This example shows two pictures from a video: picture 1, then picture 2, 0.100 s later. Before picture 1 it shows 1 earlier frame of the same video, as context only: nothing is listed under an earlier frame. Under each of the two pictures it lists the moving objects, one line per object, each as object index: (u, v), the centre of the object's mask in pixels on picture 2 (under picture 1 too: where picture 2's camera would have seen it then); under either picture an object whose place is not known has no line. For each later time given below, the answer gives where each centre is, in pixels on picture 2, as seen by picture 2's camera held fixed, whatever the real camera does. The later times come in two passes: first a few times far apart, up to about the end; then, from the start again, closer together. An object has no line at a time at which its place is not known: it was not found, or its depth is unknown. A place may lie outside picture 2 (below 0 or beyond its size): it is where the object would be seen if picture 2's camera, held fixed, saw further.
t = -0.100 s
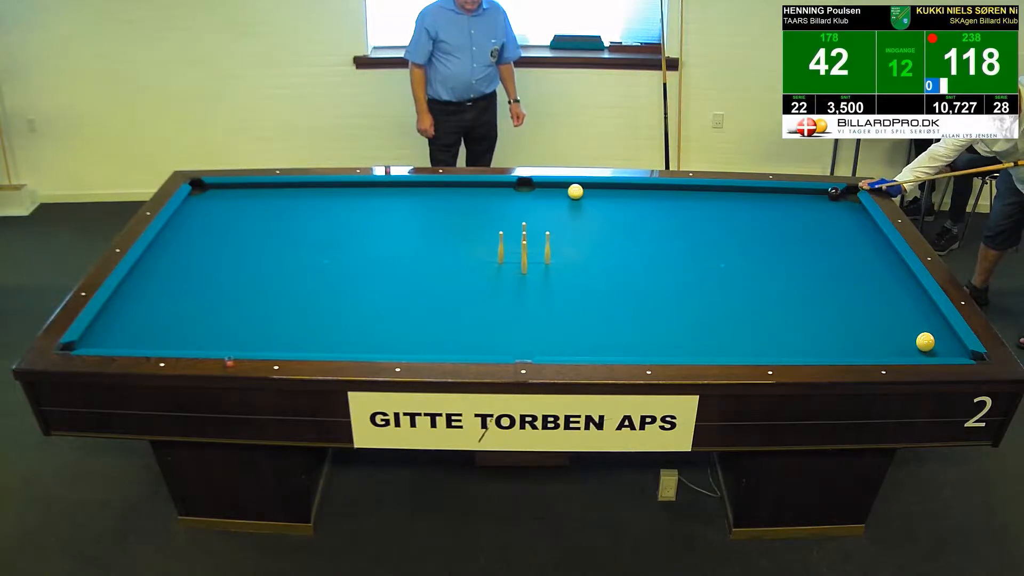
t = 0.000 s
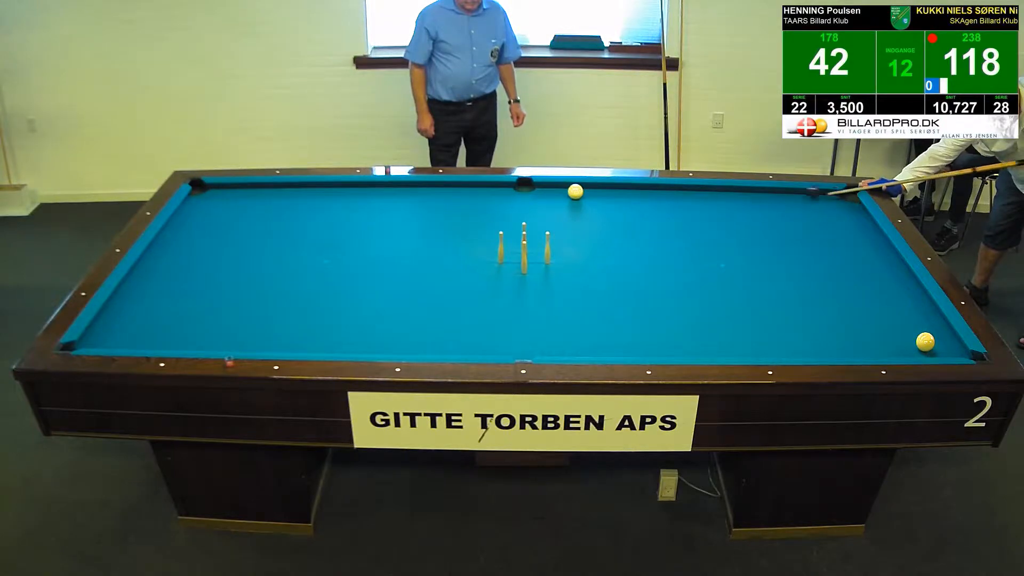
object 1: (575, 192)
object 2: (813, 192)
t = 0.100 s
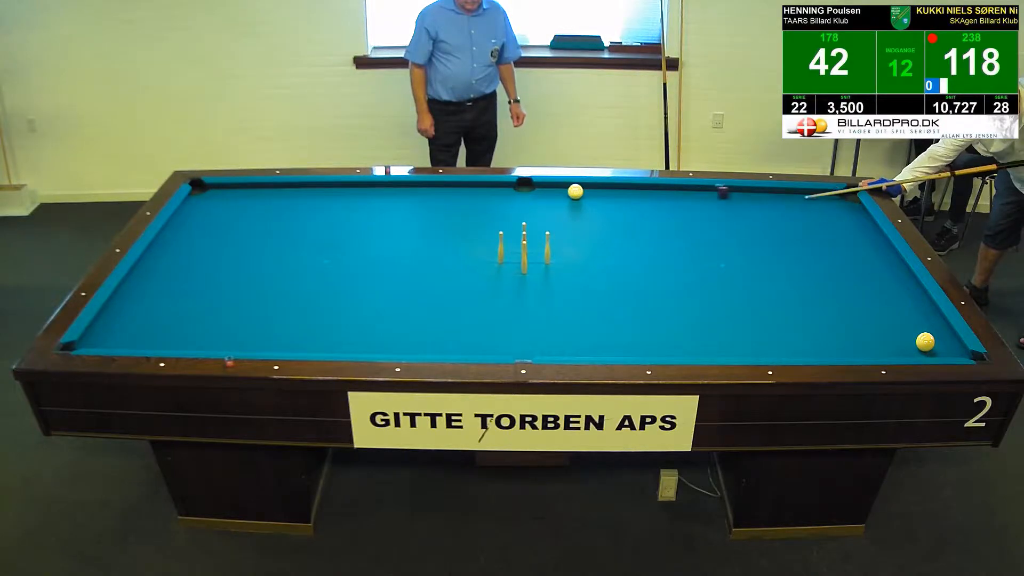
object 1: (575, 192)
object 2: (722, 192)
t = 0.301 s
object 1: (532, 193)
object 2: (587, 189)
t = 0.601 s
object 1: (304, 206)
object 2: (565, 188)
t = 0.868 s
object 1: (199, 215)
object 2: (546, 191)
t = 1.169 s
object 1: (312, 218)
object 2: (525, 194)
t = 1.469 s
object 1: (413, 221)
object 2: (506, 198)
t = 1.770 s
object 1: (517, 226)
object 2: (487, 201)
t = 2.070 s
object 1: (622, 232)
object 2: (469, 204)
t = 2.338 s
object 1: (714, 237)
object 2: (453, 207)
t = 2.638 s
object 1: (813, 243)
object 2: (437, 210)
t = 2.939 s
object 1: (878, 248)
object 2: (421, 212)
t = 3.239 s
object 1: (821, 247)
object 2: (406, 215)
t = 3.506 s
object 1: (771, 248)
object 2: (394, 217)
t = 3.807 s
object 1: (715, 247)
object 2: (382, 219)
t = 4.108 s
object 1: (659, 248)
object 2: (370, 222)
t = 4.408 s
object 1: (603, 248)
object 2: (360, 224)
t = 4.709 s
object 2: (351, 226)
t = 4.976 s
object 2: (343, 227)
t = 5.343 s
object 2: (337, 229)
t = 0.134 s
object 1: (575, 192)
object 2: (691, 192)
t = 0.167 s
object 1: (575, 192)
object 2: (661, 191)
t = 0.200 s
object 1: (575, 192)
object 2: (633, 191)
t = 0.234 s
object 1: (575, 192)
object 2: (603, 191)
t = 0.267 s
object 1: (560, 192)
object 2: (588, 190)
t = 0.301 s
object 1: (532, 193)
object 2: (587, 189)
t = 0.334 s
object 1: (505, 194)
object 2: (585, 188)
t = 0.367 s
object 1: (478, 196)
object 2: (582, 188)
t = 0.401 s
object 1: (451, 197)
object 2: (580, 187)
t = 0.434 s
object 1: (425, 198)
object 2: (576, 187)
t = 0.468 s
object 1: (399, 200)
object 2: (574, 187)
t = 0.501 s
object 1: (375, 201)
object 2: (572, 187)
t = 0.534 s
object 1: (350, 203)
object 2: (569, 188)
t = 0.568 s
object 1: (327, 204)
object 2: (567, 188)
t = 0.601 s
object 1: (304, 206)
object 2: (565, 188)
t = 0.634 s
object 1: (282, 207)
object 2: (562, 189)
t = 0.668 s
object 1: (261, 209)
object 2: (560, 189)
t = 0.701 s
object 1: (241, 210)
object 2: (558, 189)
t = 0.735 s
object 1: (220, 212)
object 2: (555, 189)
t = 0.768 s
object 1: (202, 213)
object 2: (553, 190)
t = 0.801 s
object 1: (184, 214)
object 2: (550, 190)
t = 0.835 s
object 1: (184, 215)
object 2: (548, 190)
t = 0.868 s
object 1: (199, 215)
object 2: (546, 191)
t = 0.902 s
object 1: (213, 215)
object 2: (543, 191)
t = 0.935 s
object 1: (227, 215)
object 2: (541, 191)
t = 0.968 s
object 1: (240, 215)
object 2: (539, 192)
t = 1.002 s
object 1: (253, 216)
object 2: (537, 192)
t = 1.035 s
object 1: (266, 216)
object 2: (535, 193)
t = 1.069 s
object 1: (278, 216)
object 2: (532, 193)
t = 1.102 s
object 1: (290, 217)
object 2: (530, 193)
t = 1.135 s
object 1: (301, 217)
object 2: (528, 194)
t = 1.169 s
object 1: (312, 218)
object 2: (525, 194)
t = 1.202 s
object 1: (323, 218)
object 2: (523, 194)
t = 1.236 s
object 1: (335, 218)
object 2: (521, 195)
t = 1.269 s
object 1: (346, 219)
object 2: (519, 195)
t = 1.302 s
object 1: (357, 219)
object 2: (517, 196)
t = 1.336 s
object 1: (368, 220)
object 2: (515, 196)
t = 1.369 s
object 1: (379, 220)
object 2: (513, 196)
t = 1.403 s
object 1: (391, 220)
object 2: (510, 197)
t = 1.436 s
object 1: (402, 221)
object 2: (508, 197)
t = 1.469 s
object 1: (413, 221)
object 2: (506, 198)
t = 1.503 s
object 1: (425, 222)
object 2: (504, 198)
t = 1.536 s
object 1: (437, 222)
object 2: (501, 198)
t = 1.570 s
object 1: (448, 223)
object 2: (499, 198)
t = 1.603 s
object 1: (460, 223)
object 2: (497, 199)
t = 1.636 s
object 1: (472, 224)
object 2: (495, 199)
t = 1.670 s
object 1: (483, 224)
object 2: (493, 200)
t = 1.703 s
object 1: (495, 225)
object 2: (491, 200)
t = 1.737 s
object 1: (507, 225)
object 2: (489, 200)
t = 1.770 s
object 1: (517, 226)
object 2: (487, 201)
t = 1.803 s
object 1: (530, 226)
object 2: (485, 201)
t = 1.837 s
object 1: (541, 227)
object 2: (483, 202)
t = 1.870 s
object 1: (553, 228)
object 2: (481, 202)
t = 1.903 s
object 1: (565, 228)
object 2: (479, 202)
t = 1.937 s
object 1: (577, 229)
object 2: (477, 203)
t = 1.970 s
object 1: (588, 230)
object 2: (475, 203)
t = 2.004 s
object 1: (600, 230)
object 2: (473, 203)
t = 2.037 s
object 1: (611, 231)
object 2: (471, 204)
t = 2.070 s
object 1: (622, 232)
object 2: (469, 204)
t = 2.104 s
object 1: (634, 232)
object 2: (467, 204)
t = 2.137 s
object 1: (646, 233)
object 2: (465, 204)
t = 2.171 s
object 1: (657, 234)
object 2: (463, 205)
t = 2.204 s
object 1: (669, 234)
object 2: (461, 205)
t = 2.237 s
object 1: (680, 235)
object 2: (459, 206)
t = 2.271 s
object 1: (691, 236)
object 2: (457, 206)
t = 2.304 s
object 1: (703, 236)
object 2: (455, 206)
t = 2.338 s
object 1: (714, 237)
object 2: (453, 207)
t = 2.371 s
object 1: (725, 237)
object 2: (452, 207)
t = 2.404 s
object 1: (736, 238)
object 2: (450, 207)
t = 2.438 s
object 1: (747, 239)
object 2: (448, 208)
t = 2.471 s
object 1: (759, 239)
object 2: (446, 208)
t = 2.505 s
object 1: (770, 240)
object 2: (444, 208)
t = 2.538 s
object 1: (780, 241)
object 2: (442, 209)
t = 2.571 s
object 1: (791, 242)
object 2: (440, 209)
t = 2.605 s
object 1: (802, 242)
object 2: (438, 209)
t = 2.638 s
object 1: (813, 243)
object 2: (437, 210)
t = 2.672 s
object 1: (823, 244)
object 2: (435, 210)
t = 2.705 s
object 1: (834, 244)
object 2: (433, 210)
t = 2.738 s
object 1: (845, 245)
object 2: (432, 211)
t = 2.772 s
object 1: (855, 246)
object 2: (430, 211)
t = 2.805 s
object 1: (866, 247)
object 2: (428, 211)
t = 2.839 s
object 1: (875, 247)
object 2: (426, 212)
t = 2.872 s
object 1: (886, 248)
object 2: (425, 212)
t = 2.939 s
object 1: (878, 248)
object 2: (421, 212)
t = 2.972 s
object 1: (870, 248)
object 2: (420, 213)
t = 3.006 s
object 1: (863, 248)
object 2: (418, 213)
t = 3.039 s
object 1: (857, 248)
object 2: (416, 213)
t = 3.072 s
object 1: (851, 248)
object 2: (414, 214)
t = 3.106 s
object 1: (845, 248)
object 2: (413, 214)
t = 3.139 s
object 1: (839, 248)
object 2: (411, 214)
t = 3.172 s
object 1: (833, 248)
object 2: (410, 214)
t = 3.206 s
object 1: (827, 248)
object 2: (408, 215)
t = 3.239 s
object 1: (821, 247)
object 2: (406, 215)
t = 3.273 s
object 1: (814, 248)
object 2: (405, 215)
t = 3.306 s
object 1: (808, 247)
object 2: (403, 216)
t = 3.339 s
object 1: (802, 247)
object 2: (402, 216)
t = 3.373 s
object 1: (796, 247)
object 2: (400, 216)
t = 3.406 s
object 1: (790, 248)
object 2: (398, 216)
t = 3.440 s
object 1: (784, 247)
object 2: (397, 217)
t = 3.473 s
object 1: (777, 248)
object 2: (396, 217)
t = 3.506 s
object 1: (771, 248)
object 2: (394, 217)
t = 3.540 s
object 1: (765, 247)
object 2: (393, 217)
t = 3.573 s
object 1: (759, 247)
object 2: (391, 218)
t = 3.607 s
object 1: (753, 247)
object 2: (390, 218)
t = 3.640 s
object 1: (746, 248)
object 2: (388, 218)
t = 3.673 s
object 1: (740, 247)
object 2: (387, 218)
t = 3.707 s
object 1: (734, 247)
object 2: (386, 219)
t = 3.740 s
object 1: (728, 247)
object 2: (384, 219)
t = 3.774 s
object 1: (721, 247)
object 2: (383, 219)
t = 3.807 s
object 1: (715, 247)
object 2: (382, 219)
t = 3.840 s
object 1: (709, 248)
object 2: (380, 220)
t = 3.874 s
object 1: (703, 247)
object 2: (379, 220)
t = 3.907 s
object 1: (697, 247)
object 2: (378, 220)
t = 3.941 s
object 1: (690, 248)
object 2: (376, 221)
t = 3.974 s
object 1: (684, 247)
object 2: (375, 221)
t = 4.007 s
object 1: (678, 248)
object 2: (374, 221)
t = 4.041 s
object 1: (672, 247)
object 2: (373, 221)
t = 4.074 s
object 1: (665, 247)
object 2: (371, 221)
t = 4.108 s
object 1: (659, 248)
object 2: (370, 222)
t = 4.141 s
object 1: (653, 248)
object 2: (369, 222)
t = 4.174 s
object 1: (646, 248)
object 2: (368, 222)
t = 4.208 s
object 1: (640, 248)
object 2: (367, 222)
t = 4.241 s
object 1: (634, 248)
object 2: (365, 223)
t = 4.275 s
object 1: (628, 248)
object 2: (364, 223)
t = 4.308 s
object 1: (621, 248)
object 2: (363, 223)
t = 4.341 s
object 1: (615, 248)
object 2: (362, 223)
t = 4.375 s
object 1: (609, 248)
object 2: (361, 224)
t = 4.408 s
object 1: (603, 248)
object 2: (360, 224)
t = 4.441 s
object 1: (597, 248)
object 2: (359, 224)
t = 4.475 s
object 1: (590, 248)
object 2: (358, 224)
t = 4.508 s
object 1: (584, 248)
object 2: (357, 224)
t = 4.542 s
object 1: (578, 248)
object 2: (356, 225)
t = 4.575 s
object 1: (571, 248)
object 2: (355, 225)
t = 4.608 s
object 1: (565, 248)
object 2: (354, 225)
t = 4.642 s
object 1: (559, 248)
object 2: (353, 225)
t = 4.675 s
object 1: (555, 248)
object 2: (352, 226)
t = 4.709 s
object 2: (351, 226)
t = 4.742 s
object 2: (350, 226)
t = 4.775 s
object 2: (349, 226)
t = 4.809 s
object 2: (348, 226)
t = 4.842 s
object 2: (347, 226)
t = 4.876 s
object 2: (346, 227)
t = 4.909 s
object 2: (345, 227)
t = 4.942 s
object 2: (344, 227)
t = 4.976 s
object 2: (343, 227)
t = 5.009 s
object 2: (342, 227)
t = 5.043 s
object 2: (341, 228)
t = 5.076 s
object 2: (341, 228)
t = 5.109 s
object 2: (340, 228)
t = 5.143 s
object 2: (339, 228)
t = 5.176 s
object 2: (338, 228)
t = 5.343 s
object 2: (337, 229)
